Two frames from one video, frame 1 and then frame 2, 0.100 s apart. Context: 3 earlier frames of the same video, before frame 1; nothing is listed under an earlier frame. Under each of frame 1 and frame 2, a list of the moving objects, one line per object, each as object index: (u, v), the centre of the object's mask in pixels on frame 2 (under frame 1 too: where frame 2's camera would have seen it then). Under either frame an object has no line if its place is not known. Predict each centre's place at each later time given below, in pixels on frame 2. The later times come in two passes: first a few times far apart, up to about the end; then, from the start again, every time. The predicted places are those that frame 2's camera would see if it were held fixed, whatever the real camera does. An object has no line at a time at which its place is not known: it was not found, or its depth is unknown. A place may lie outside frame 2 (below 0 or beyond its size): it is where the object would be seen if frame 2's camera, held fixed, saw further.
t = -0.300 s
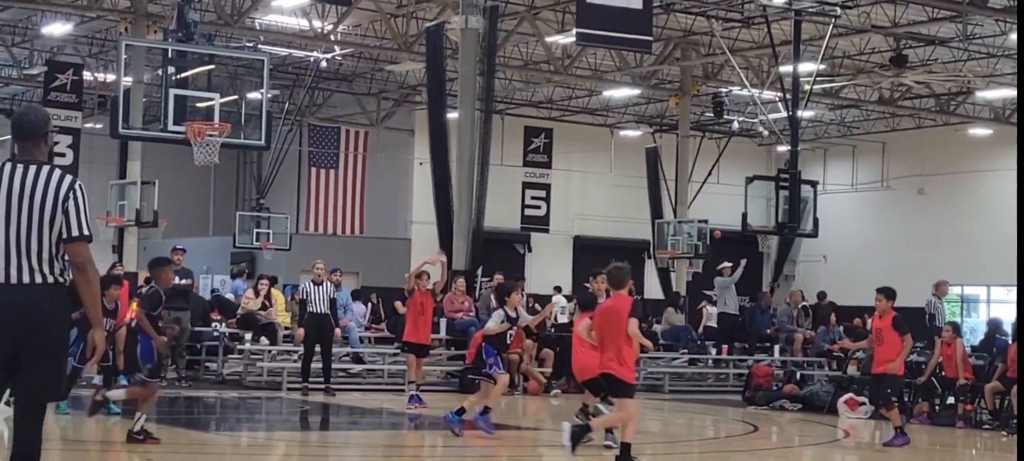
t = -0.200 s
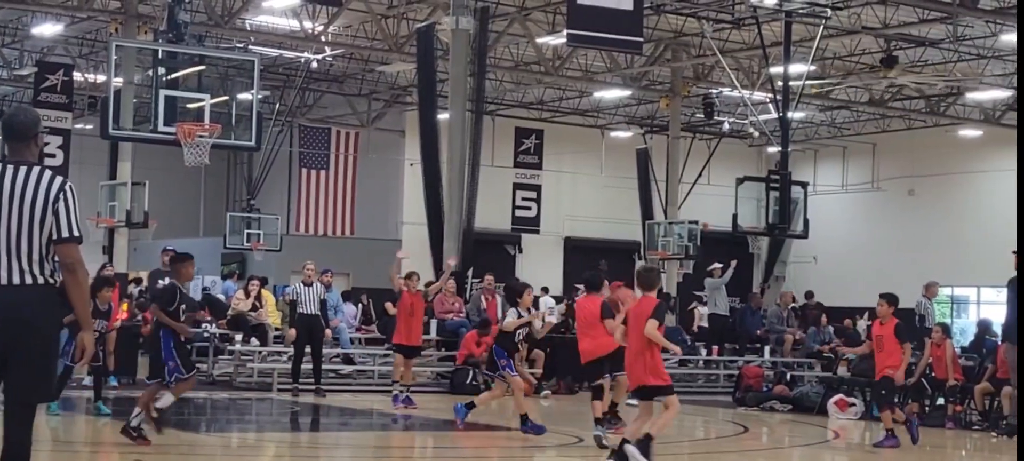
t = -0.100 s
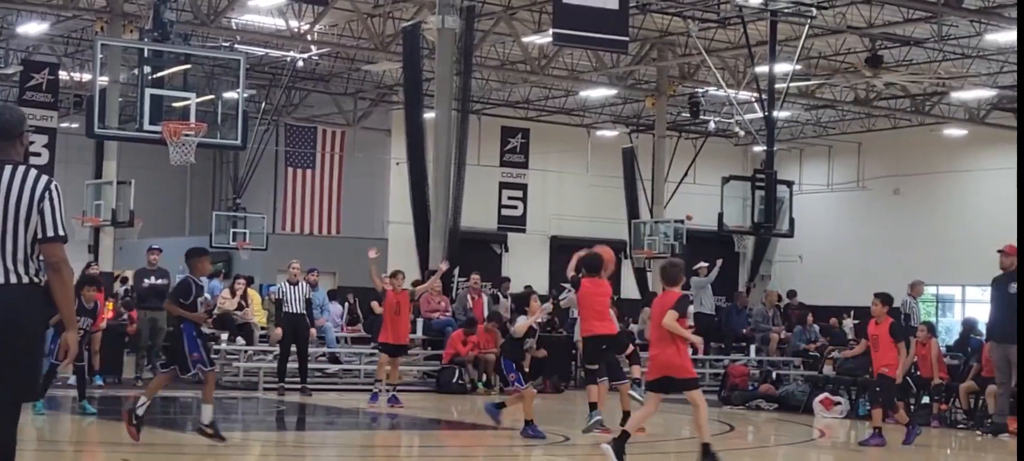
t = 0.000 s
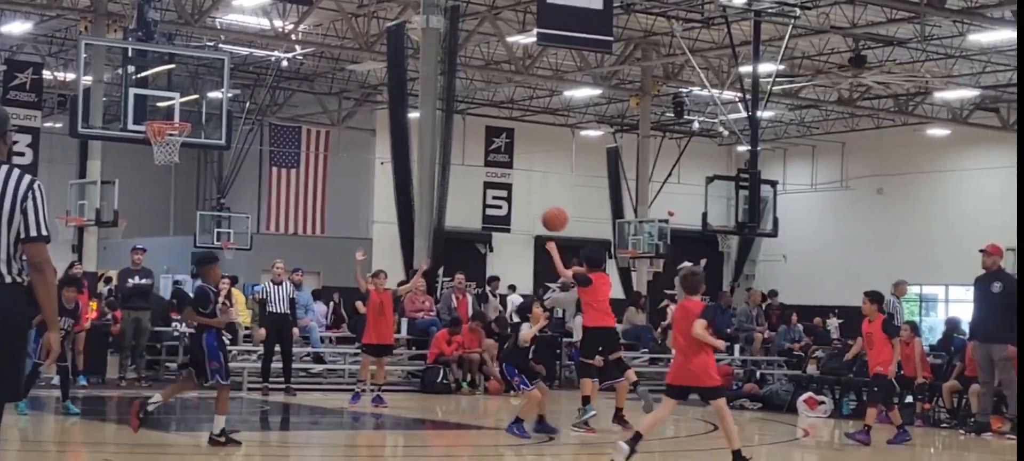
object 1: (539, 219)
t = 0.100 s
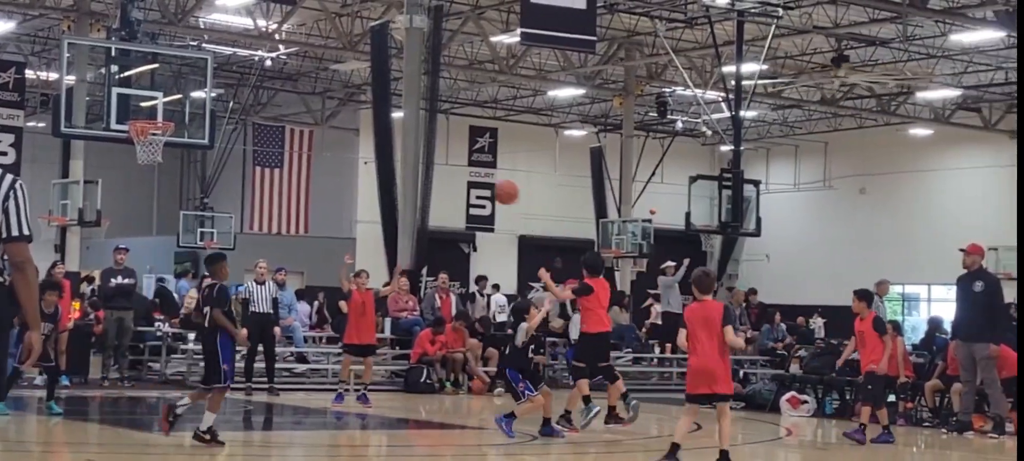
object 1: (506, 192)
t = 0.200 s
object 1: (476, 177)
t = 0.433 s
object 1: (411, 181)
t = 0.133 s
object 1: (496, 186)
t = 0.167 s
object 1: (486, 181)
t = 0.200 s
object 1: (476, 177)
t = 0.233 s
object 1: (466, 174)
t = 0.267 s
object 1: (456, 173)
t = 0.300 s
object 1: (447, 173)
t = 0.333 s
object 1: (437, 173)
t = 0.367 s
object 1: (429, 175)
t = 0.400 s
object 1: (420, 178)
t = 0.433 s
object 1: (411, 181)
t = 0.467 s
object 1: (402, 186)
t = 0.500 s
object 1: (394, 192)
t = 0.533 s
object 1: (386, 198)
